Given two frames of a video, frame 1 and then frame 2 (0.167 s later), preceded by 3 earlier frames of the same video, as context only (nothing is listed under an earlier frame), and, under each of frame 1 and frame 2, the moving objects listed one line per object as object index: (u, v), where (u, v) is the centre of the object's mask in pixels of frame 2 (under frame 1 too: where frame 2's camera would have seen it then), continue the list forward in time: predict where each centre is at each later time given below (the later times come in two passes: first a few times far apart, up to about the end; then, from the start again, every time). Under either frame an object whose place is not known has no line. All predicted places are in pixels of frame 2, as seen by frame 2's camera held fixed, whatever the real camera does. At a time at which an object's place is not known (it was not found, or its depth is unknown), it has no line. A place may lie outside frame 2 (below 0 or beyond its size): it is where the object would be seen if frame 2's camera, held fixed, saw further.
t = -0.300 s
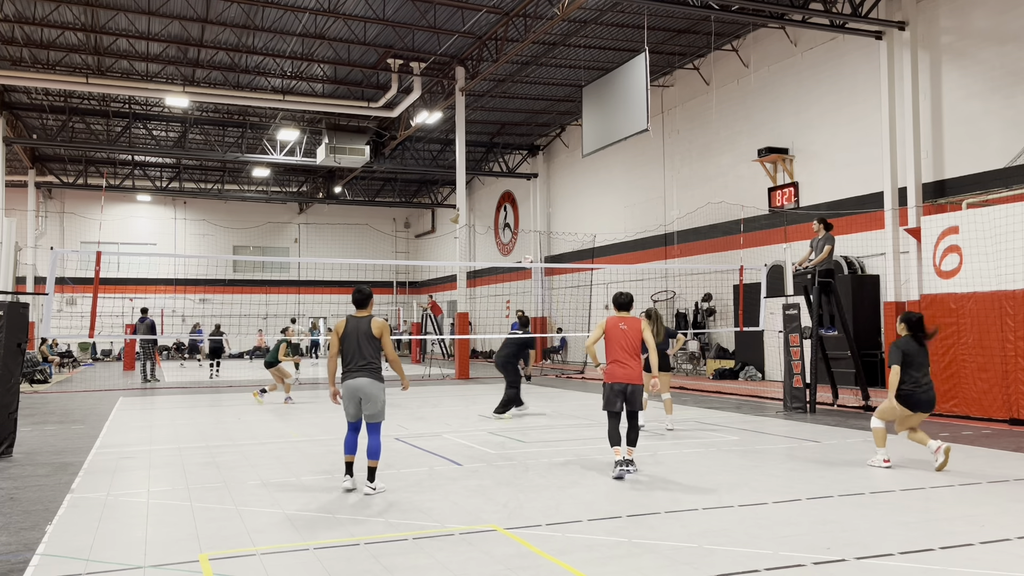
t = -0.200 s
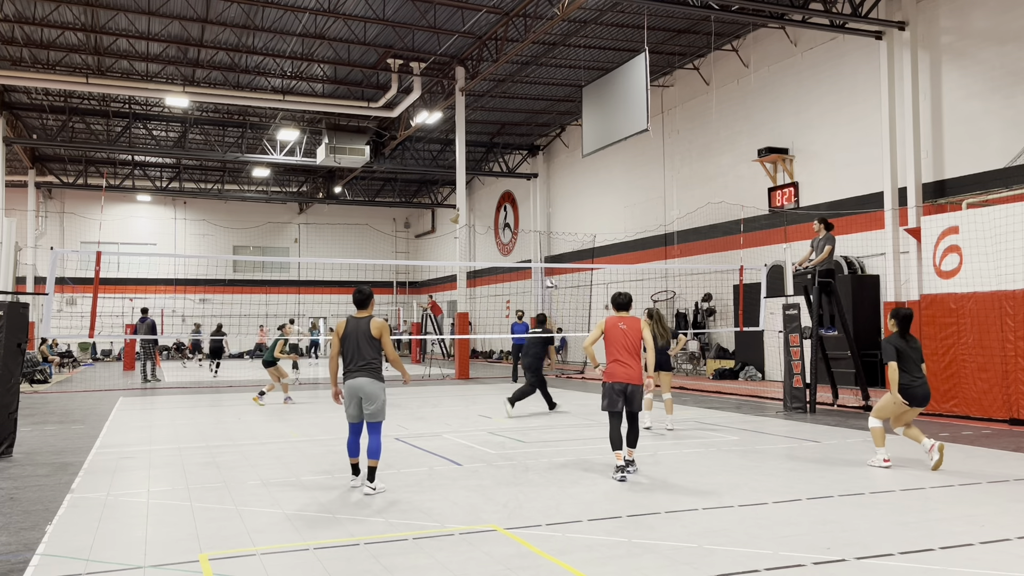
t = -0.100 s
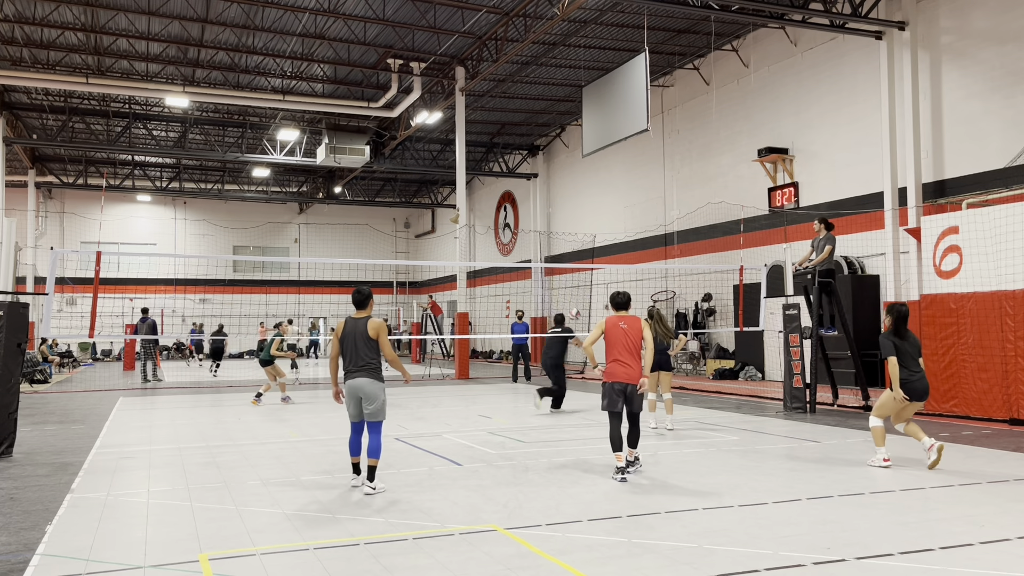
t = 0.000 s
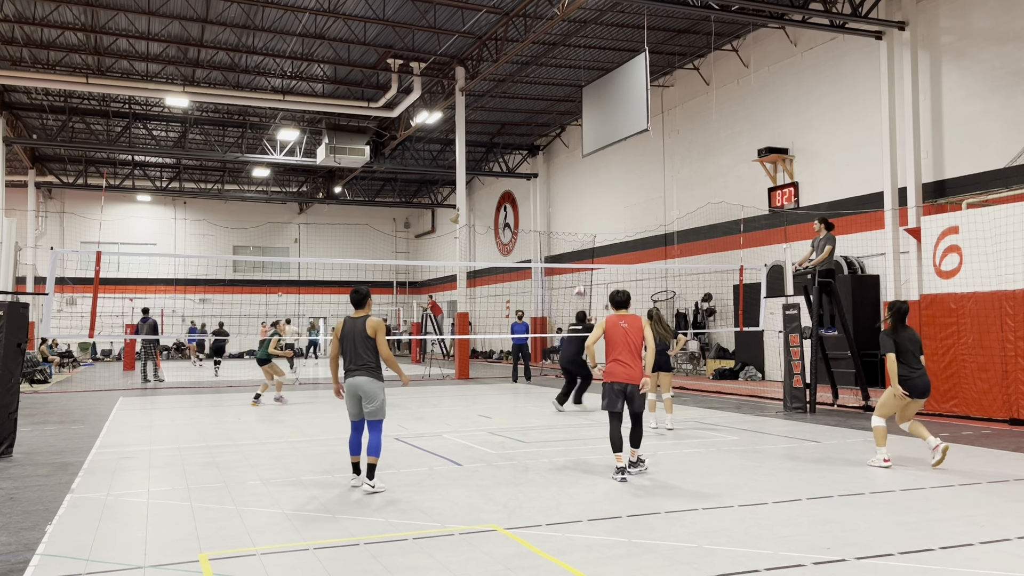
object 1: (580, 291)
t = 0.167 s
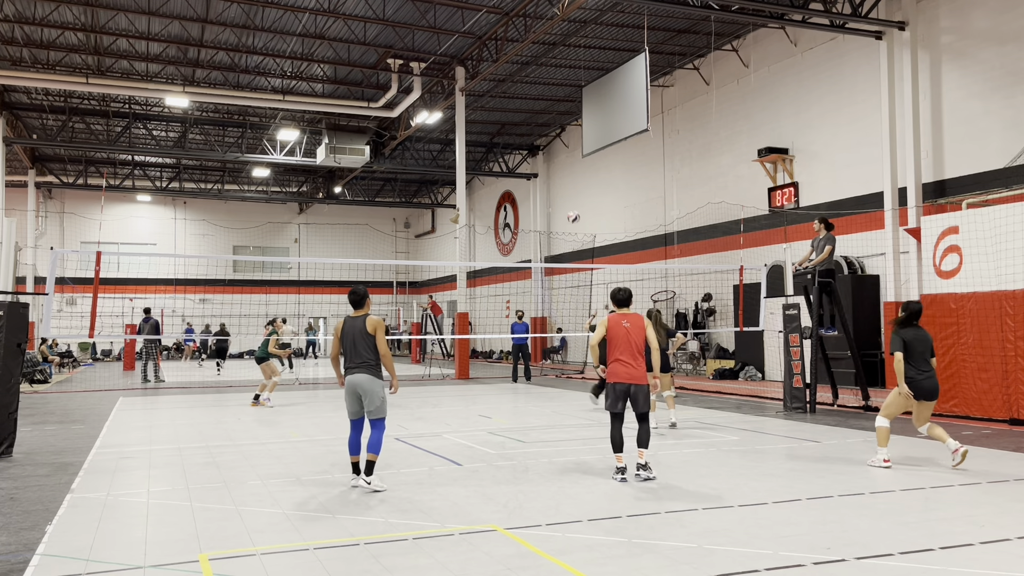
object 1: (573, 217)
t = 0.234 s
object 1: (570, 192)
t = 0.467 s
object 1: (560, 125)
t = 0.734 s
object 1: (547, 87)
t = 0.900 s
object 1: (540, 85)
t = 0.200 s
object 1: (572, 204)
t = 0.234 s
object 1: (570, 192)
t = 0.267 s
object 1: (569, 180)
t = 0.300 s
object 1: (567, 169)
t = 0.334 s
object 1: (566, 158)
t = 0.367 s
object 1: (565, 149)
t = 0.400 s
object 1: (563, 140)
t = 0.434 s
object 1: (561, 132)
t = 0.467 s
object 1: (560, 125)
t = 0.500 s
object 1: (558, 118)
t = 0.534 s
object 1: (557, 111)
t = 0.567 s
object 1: (555, 106)
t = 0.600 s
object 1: (554, 100)
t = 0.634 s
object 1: (552, 96)
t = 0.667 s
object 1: (550, 92)
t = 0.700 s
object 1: (549, 90)
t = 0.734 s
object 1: (547, 87)
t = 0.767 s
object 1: (546, 85)
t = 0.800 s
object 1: (544, 84)
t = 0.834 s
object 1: (543, 84)
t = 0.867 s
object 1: (541, 84)
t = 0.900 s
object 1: (540, 85)
